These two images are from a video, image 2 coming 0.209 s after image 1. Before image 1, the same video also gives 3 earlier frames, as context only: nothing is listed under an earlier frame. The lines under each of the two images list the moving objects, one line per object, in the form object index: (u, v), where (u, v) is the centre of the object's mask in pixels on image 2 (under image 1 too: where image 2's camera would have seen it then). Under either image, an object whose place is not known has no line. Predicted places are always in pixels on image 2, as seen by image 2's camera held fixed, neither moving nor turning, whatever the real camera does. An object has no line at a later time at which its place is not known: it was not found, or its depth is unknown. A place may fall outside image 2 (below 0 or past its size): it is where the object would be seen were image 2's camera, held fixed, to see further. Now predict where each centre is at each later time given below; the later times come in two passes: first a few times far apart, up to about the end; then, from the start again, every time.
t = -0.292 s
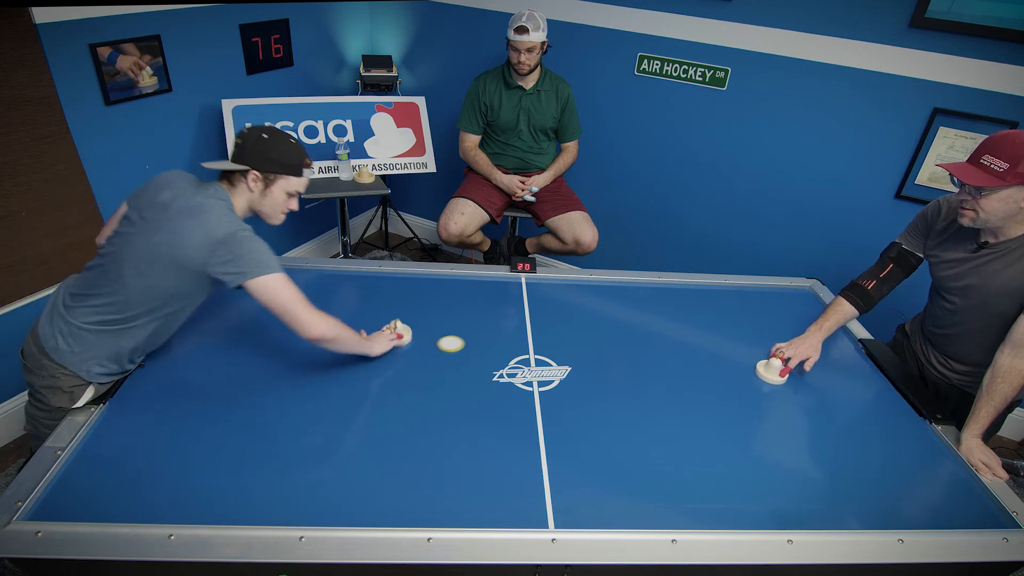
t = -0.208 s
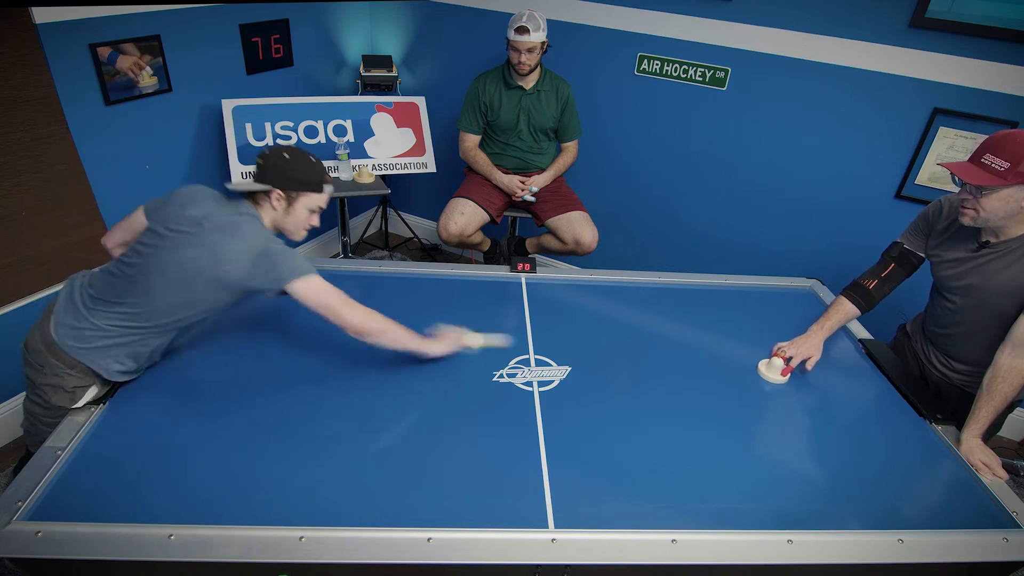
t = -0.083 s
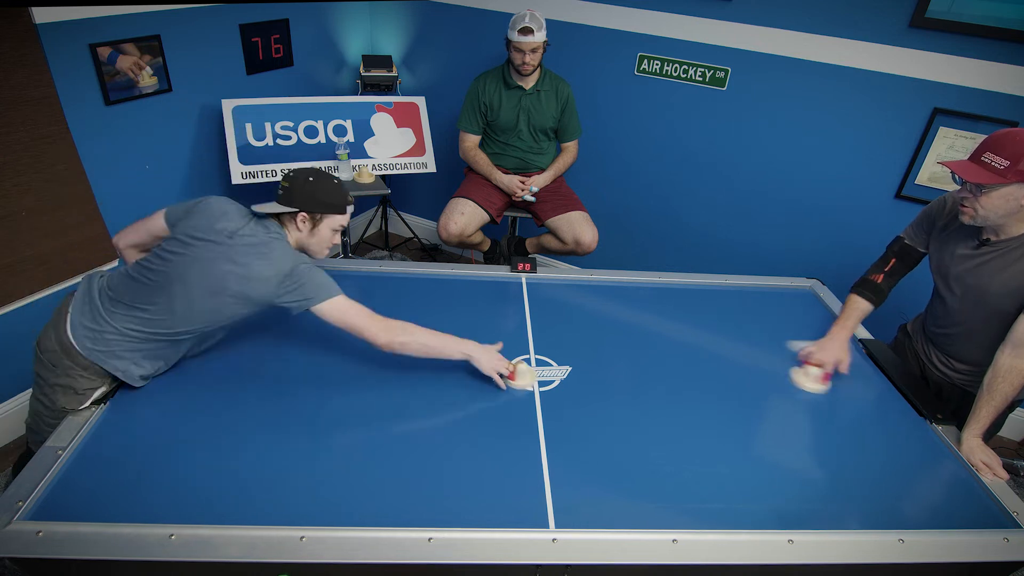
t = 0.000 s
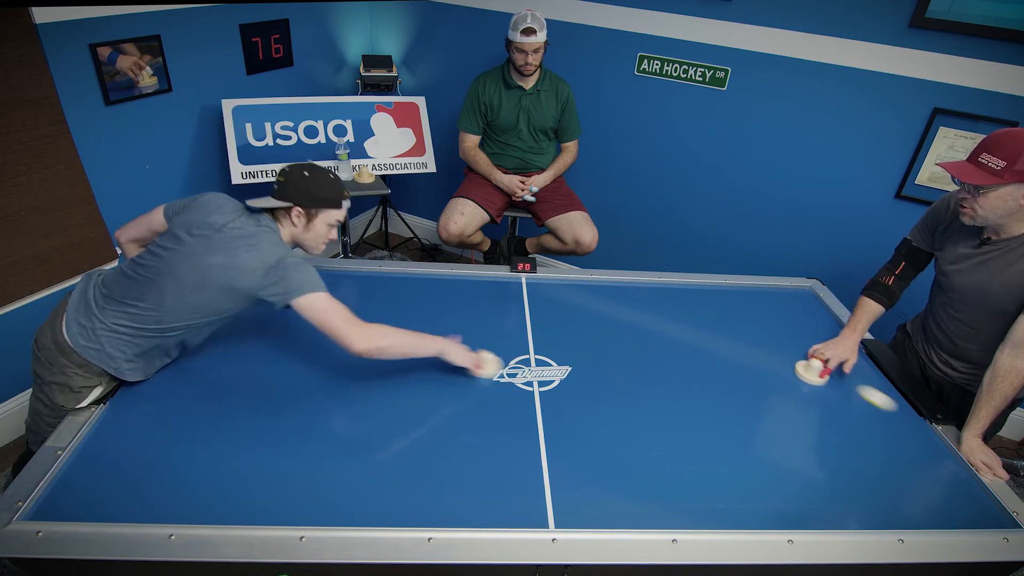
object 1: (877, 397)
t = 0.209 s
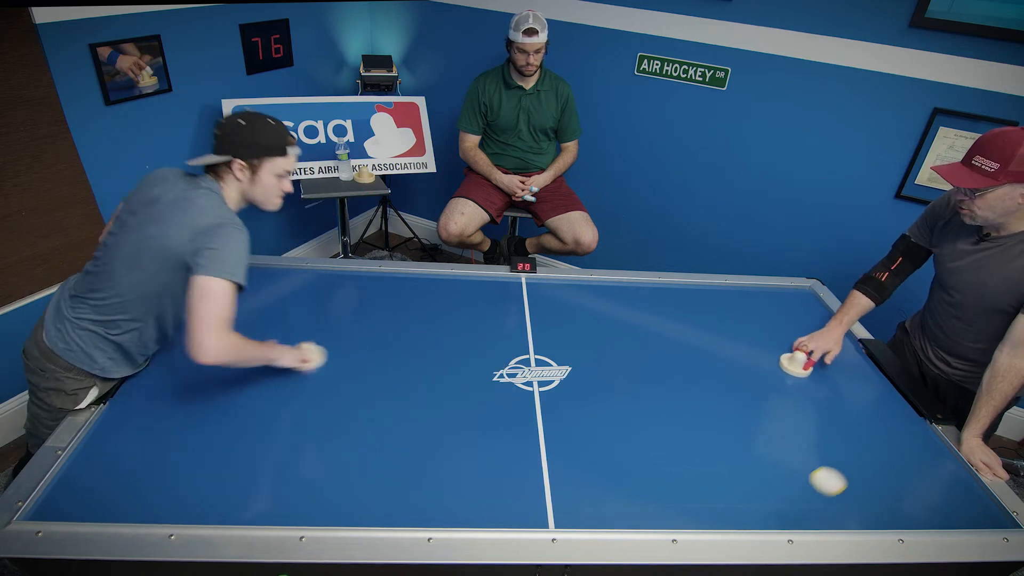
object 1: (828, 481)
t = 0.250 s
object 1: (804, 498)
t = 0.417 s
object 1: (653, 476)
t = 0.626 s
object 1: (469, 409)
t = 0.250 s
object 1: (804, 498)
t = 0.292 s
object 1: (779, 516)
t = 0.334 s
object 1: (737, 505)
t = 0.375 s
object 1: (694, 490)
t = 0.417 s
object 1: (653, 476)
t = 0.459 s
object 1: (613, 461)
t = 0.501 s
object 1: (574, 448)
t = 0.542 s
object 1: (538, 435)
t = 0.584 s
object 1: (503, 422)
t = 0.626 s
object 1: (469, 409)
